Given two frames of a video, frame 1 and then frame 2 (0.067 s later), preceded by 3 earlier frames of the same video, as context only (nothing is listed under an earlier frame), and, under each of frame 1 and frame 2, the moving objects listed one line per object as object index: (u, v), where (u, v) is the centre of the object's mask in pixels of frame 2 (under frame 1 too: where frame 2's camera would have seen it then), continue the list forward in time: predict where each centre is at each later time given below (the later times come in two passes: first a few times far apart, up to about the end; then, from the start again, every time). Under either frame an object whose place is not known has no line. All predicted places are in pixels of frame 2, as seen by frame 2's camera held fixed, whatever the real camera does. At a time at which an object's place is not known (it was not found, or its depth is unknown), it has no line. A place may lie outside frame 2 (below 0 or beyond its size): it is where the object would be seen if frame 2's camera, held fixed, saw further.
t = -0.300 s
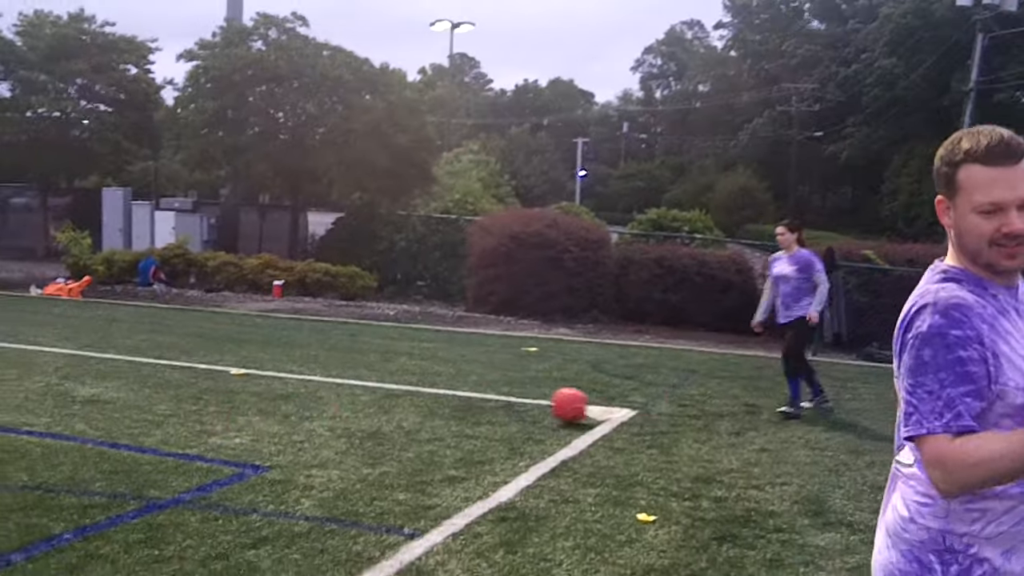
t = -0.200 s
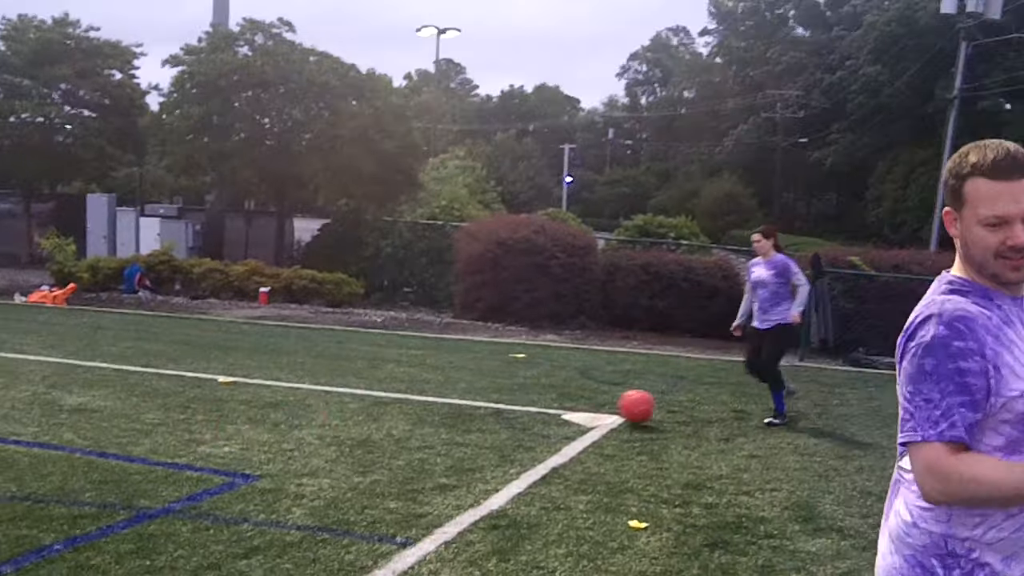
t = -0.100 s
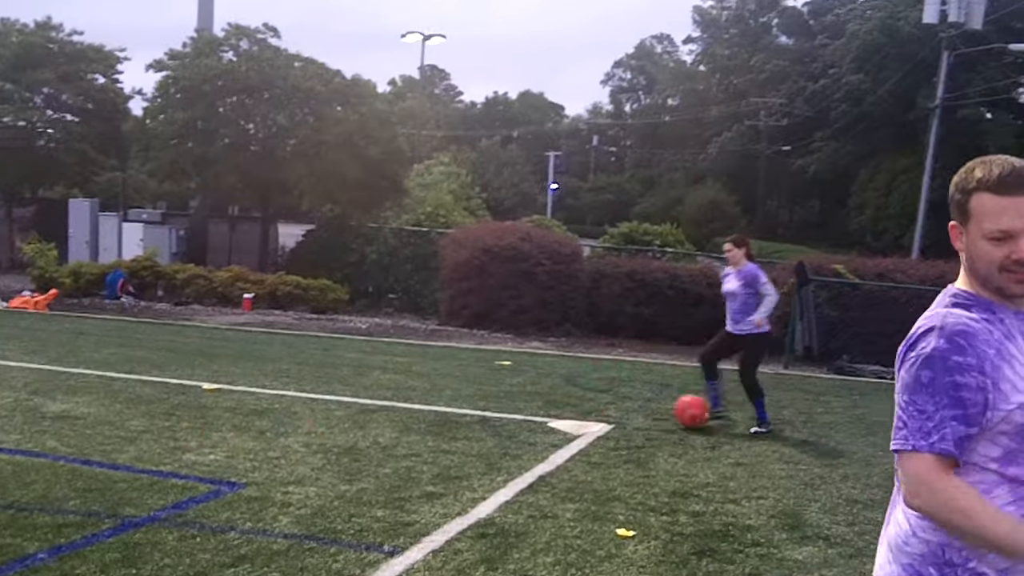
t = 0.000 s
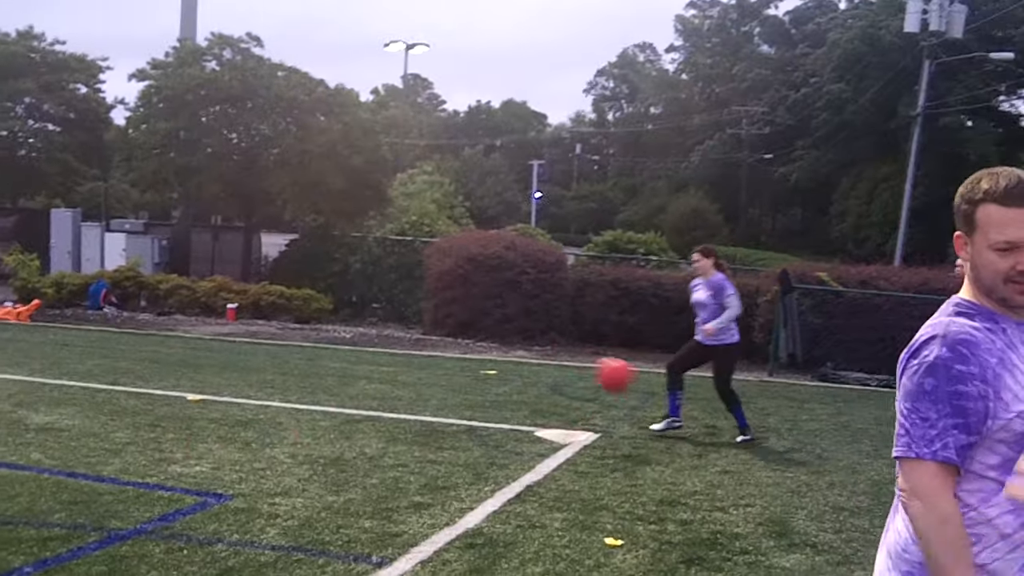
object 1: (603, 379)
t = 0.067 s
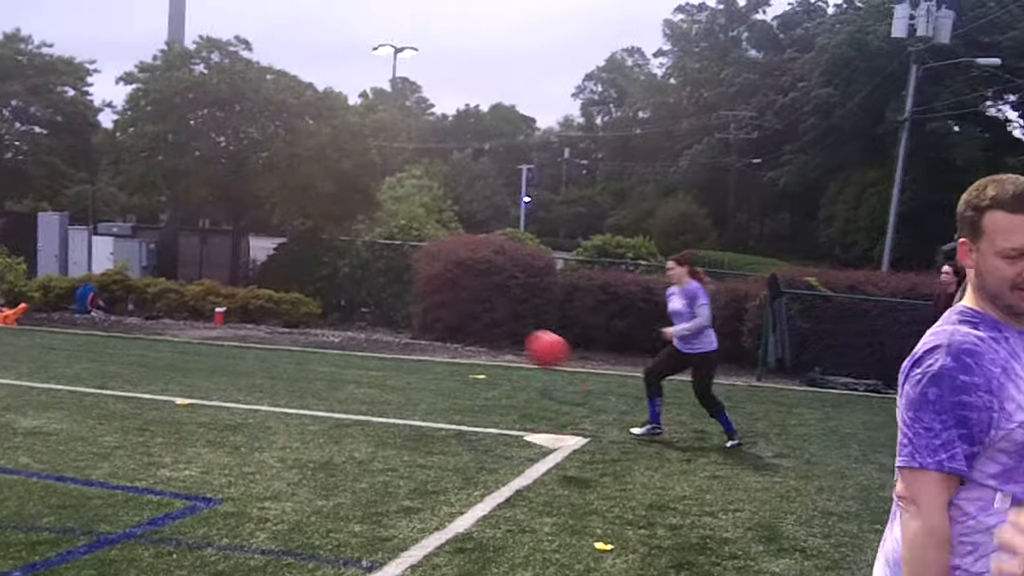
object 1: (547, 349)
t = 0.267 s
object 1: (344, 277)
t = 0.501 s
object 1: (23, 240)
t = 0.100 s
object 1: (518, 336)
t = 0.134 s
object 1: (486, 324)
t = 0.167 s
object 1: (452, 312)
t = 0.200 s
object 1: (417, 299)
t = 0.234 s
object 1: (380, 287)
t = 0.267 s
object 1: (344, 277)
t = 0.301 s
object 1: (305, 268)
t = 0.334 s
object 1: (263, 258)
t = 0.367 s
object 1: (221, 253)
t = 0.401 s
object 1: (175, 248)
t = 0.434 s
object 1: (130, 244)
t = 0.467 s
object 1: (78, 241)
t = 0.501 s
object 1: (23, 240)
